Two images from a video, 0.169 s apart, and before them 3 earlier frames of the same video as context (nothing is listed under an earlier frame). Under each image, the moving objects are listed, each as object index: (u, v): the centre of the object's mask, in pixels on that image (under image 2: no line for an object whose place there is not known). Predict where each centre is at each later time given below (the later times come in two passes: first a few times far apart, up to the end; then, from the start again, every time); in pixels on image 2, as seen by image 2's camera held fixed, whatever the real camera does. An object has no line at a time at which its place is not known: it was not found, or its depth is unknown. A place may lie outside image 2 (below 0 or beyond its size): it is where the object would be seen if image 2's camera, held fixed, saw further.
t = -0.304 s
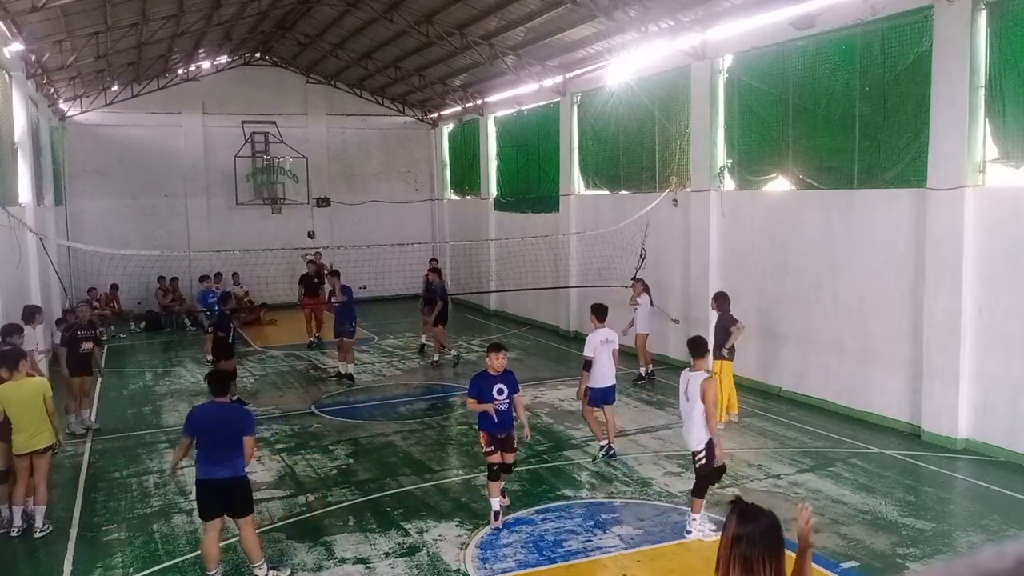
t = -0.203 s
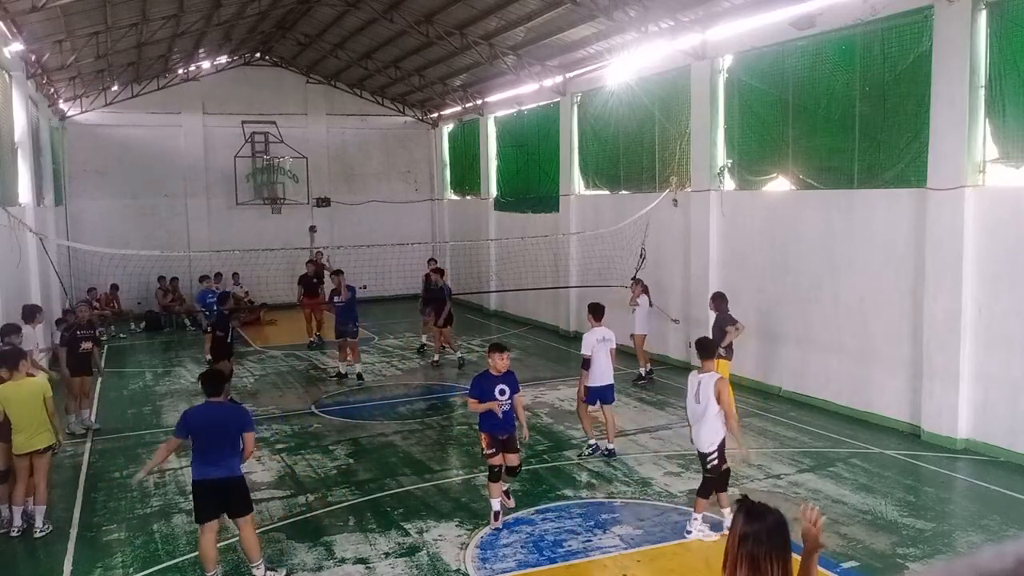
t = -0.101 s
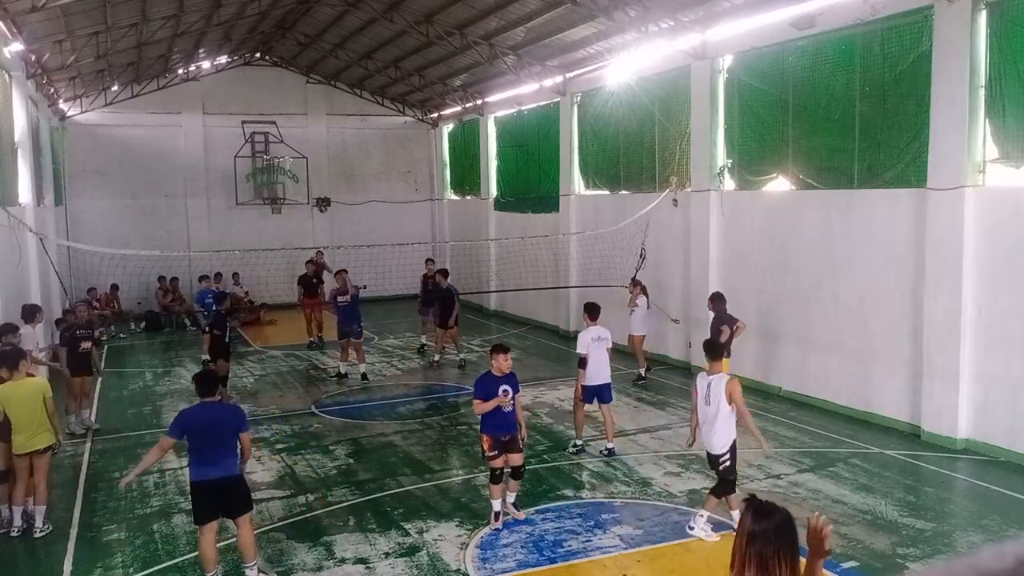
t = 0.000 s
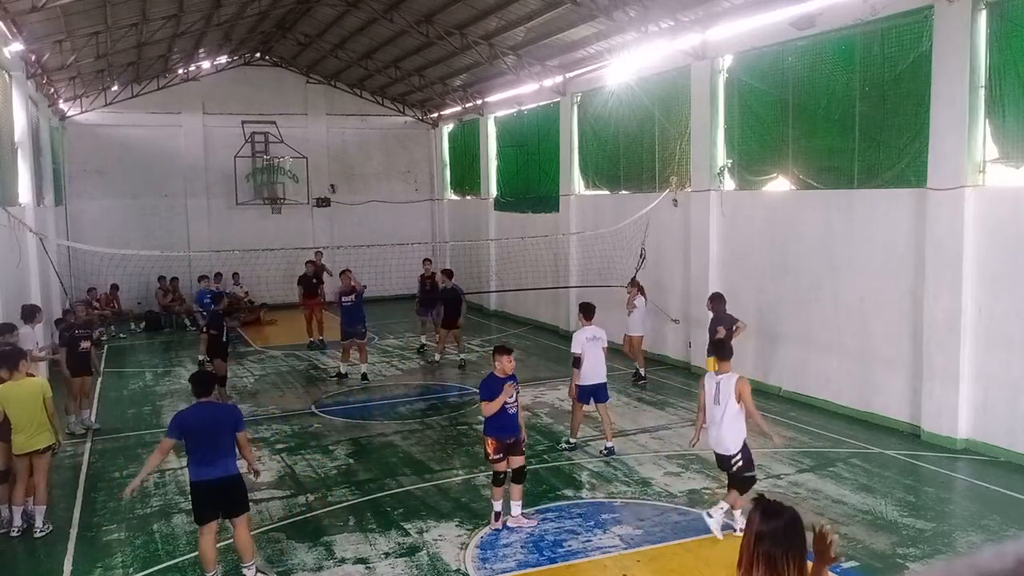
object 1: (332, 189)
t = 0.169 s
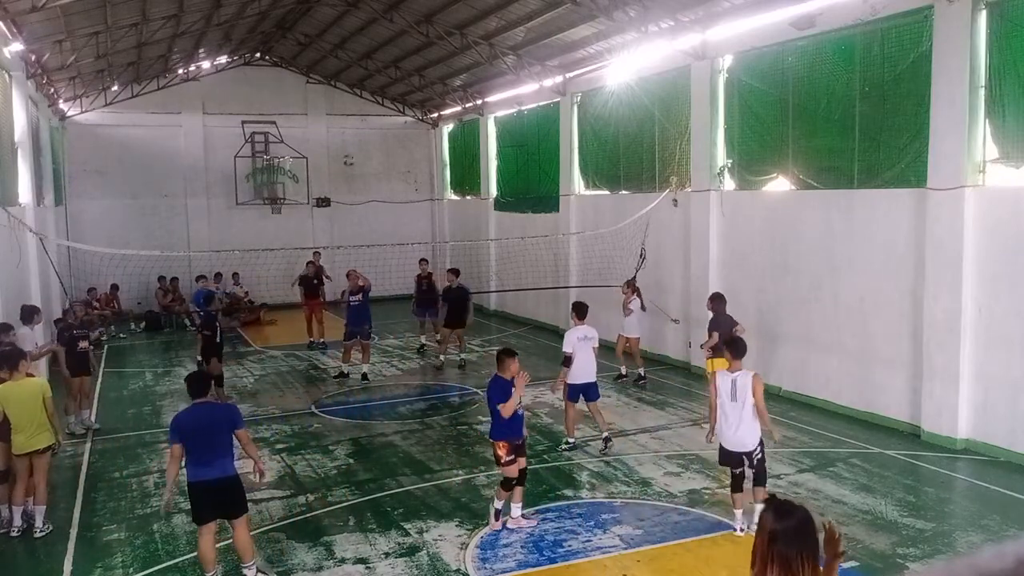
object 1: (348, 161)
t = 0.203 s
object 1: (351, 155)
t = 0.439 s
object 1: (383, 133)
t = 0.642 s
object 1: (423, 139)
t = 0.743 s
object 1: (448, 158)
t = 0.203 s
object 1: (351, 155)
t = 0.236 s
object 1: (355, 151)
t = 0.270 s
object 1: (359, 147)
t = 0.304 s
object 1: (363, 143)
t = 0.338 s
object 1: (368, 140)
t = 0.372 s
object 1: (372, 137)
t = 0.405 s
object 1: (377, 135)
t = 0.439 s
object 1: (383, 133)
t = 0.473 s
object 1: (389, 132)
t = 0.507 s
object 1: (395, 132)
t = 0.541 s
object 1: (401, 132)
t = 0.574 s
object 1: (408, 133)
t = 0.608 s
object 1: (416, 136)
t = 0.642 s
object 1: (423, 139)
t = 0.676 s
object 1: (431, 144)
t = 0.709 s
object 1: (440, 149)
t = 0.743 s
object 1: (448, 158)
